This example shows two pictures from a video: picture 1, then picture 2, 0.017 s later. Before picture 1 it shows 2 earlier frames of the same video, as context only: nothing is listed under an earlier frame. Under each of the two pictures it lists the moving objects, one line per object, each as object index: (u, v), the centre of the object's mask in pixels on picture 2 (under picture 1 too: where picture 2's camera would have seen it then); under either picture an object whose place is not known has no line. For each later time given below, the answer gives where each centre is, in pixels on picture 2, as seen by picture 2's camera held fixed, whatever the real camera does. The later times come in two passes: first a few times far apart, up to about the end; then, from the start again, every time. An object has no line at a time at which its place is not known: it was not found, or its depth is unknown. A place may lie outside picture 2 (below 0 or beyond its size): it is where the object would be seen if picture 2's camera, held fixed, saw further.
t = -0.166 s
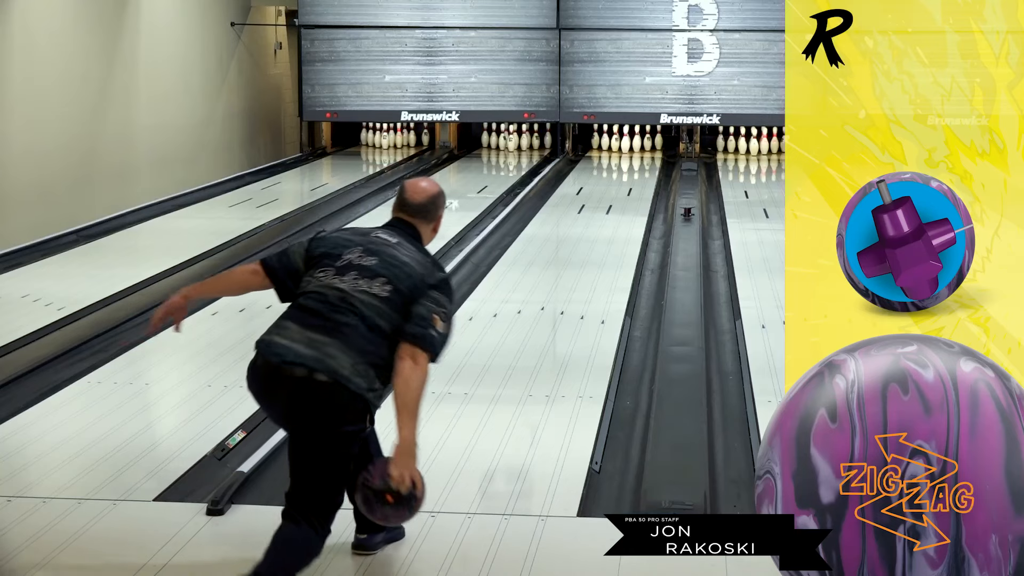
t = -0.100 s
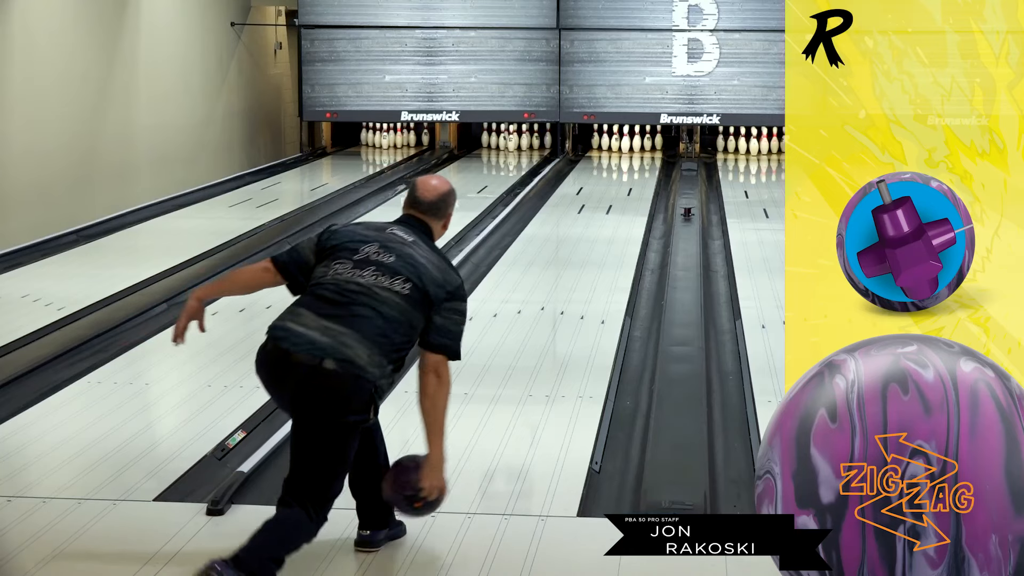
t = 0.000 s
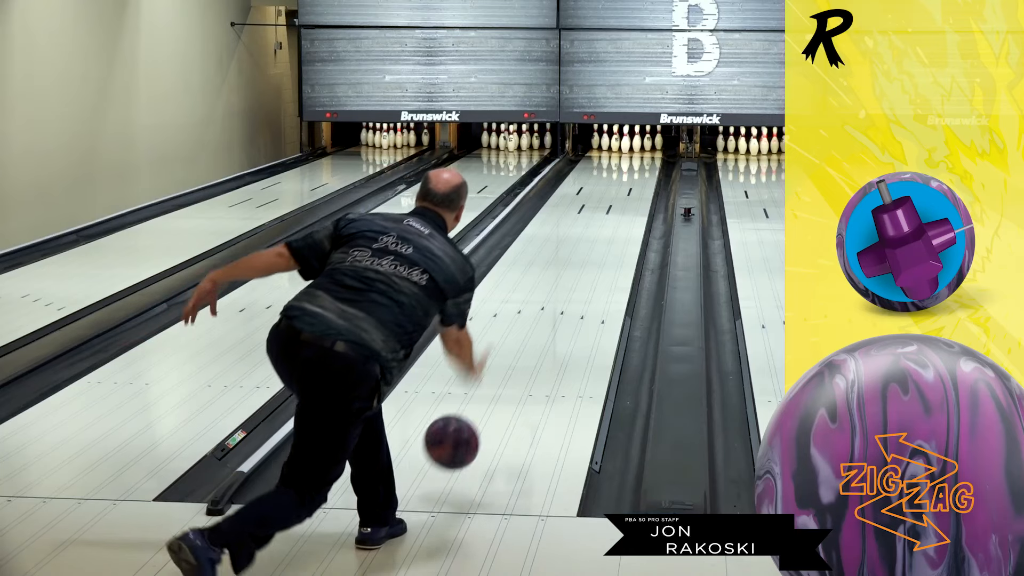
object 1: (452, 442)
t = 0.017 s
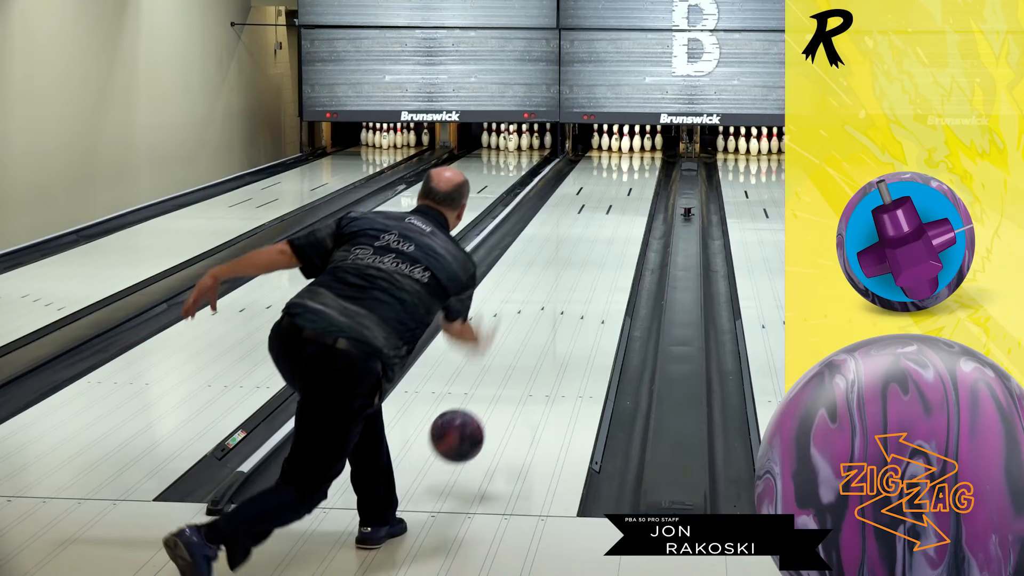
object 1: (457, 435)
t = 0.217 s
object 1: (507, 388)
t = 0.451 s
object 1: (545, 327)
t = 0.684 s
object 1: (572, 284)
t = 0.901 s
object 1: (591, 253)
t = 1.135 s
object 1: (606, 227)
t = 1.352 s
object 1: (617, 208)
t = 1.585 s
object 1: (626, 191)
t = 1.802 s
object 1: (633, 178)
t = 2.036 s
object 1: (637, 167)
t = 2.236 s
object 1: (636, 159)
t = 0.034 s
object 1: (462, 430)
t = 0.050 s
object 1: (467, 425)
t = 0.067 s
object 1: (471, 421)
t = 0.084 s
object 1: (476, 418)
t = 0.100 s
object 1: (480, 415)
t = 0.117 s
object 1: (484, 413)
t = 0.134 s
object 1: (488, 412)
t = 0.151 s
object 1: (492, 412)
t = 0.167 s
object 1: (496, 406)
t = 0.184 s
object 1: (499, 400)
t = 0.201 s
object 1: (503, 393)
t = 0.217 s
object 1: (507, 388)
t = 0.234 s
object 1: (510, 384)
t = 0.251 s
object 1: (513, 380)
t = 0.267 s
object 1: (516, 375)
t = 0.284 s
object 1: (519, 370)
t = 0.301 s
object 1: (522, 365)
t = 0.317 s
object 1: (525, 360)
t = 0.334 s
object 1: (528, 356)
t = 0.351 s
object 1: (530, 351)
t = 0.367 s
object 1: (533, 347)
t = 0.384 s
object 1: (536, 343)
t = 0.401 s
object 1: (538, 339)
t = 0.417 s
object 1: (541, 334)
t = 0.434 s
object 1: (543, 331)
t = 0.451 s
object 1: (545, 327)
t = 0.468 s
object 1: (548, 323)
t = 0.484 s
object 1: (550, 320)
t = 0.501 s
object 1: (552, 316)
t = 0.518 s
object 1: (554, 313)
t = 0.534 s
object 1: (556, 310)
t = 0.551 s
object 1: (558, 306)
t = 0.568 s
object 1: (560, 303)
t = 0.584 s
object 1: (562, 300)
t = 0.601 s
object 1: (564, 297)
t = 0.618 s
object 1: (566, 294)
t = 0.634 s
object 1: (567, 292)
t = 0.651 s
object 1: (569, 289)
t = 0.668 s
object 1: (571, 286)
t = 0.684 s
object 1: (572, 284)
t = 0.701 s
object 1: (574, 281)
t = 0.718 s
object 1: (576, 278)
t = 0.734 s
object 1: (577, 276)
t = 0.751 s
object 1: (579, 273)
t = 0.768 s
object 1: (580, 271)
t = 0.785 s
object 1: (582, 269)
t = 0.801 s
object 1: (583, 266)
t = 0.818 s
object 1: (585, 264)
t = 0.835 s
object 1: (586, 262)
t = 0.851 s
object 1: (587, 259)
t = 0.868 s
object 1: (588, 257)
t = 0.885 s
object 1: (590, 255)
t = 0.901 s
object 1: (591, 253)
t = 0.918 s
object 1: (592, 251)
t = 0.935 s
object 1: (593, 249)
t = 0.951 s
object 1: (594, 247)
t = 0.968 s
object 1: (596, 245)
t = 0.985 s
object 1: (597, 243)
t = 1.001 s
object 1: (598, 241)
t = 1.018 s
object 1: (599, 239)
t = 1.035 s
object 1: (600, 238)
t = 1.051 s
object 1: (601, 236)
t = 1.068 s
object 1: (602, 234)
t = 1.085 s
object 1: (603, 232)
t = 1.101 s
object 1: (604, 231)
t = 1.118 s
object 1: (605, 229)
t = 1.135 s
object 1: (606, 227)
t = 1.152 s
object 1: (607, 226)
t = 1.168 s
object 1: (608, 224)
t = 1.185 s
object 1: (609, 223)
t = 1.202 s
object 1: (610, 221)
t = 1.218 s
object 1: (611, 220)
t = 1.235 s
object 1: (611, 218)
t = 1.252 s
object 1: (612, 217)
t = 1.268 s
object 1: (613, 215)
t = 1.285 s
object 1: (614, 214)
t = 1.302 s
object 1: (615, 212)
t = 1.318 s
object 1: (615, 211)
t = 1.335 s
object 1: (616, 210)
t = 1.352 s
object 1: (617, 208)
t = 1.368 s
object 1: (618, 207)
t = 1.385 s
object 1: (618, 206)
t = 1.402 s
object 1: (619, 204)
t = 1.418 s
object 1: (620, 203)
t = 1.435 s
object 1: (621, 202)
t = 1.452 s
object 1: (621, 201)
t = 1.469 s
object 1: (622, 199)
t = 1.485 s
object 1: (623, 198)
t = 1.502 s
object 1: (623, 197)
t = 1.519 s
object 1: (624, 196)
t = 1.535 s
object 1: (624, 195)
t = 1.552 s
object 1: (625, 194)
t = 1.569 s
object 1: (626, 192)
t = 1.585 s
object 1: (626, 191)
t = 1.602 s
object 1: (627, 190)
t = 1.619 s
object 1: (627, 189)
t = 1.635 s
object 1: (628, 188)
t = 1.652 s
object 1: (628, 187)
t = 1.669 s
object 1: (629, 186)
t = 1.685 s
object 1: (629, 185)
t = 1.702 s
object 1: (630, 184)
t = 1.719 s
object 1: (630, 183)
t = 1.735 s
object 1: (631, 182)
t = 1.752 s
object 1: (631, 181)
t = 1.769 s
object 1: (632, 180)
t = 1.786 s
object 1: (632, 179)
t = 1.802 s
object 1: (633, 178)
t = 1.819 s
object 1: (633, 177)
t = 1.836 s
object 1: (634, 176)
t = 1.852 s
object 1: (634, 176)
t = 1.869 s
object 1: (634, 175)
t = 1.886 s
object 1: (635, 174)
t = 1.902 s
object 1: (635, 173)
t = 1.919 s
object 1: (636, 172)
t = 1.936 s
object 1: (636, 171)
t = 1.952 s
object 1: (636, 171)
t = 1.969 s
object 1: (636, 170)
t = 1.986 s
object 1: (636, 169)
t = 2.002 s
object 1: (637, 168)
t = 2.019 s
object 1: (637, 168)
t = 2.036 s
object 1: (637, 167)
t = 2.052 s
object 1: (637, 166)
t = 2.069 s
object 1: (637, 166)
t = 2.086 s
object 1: (637, 165)
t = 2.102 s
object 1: (637, 164)
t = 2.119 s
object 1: (637, 163)
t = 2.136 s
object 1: (637, 163)
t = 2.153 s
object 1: (637, 162)
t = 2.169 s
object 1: (637, 161)
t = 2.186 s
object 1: (637, 161)
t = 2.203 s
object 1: (637, 160)
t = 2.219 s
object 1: (636, 160)
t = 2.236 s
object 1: (636, 159)
